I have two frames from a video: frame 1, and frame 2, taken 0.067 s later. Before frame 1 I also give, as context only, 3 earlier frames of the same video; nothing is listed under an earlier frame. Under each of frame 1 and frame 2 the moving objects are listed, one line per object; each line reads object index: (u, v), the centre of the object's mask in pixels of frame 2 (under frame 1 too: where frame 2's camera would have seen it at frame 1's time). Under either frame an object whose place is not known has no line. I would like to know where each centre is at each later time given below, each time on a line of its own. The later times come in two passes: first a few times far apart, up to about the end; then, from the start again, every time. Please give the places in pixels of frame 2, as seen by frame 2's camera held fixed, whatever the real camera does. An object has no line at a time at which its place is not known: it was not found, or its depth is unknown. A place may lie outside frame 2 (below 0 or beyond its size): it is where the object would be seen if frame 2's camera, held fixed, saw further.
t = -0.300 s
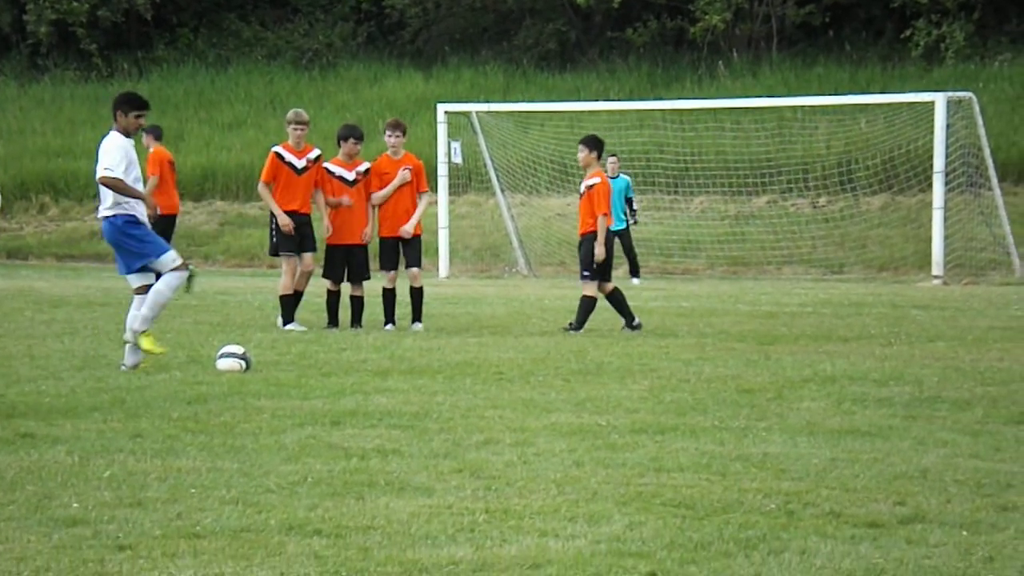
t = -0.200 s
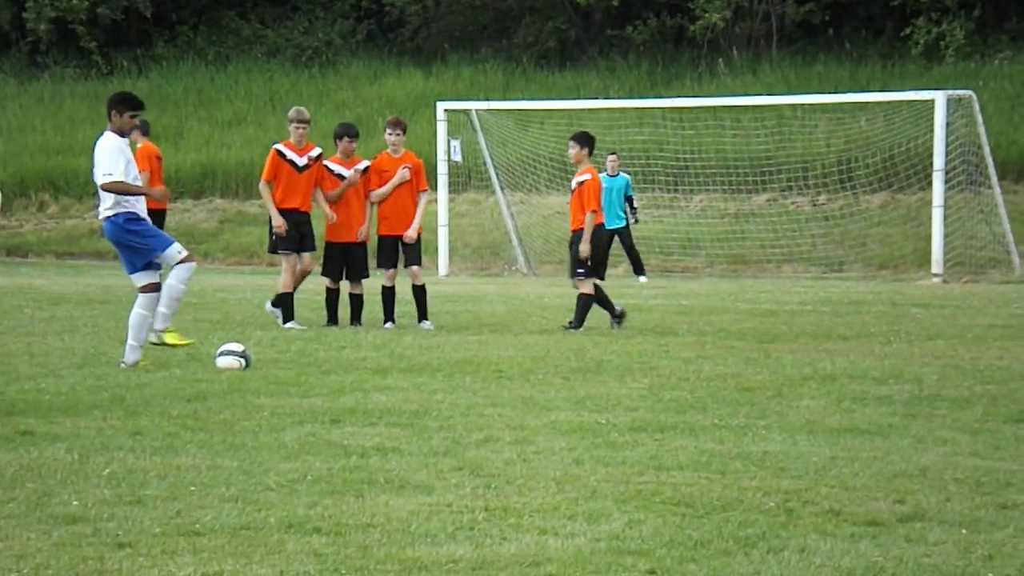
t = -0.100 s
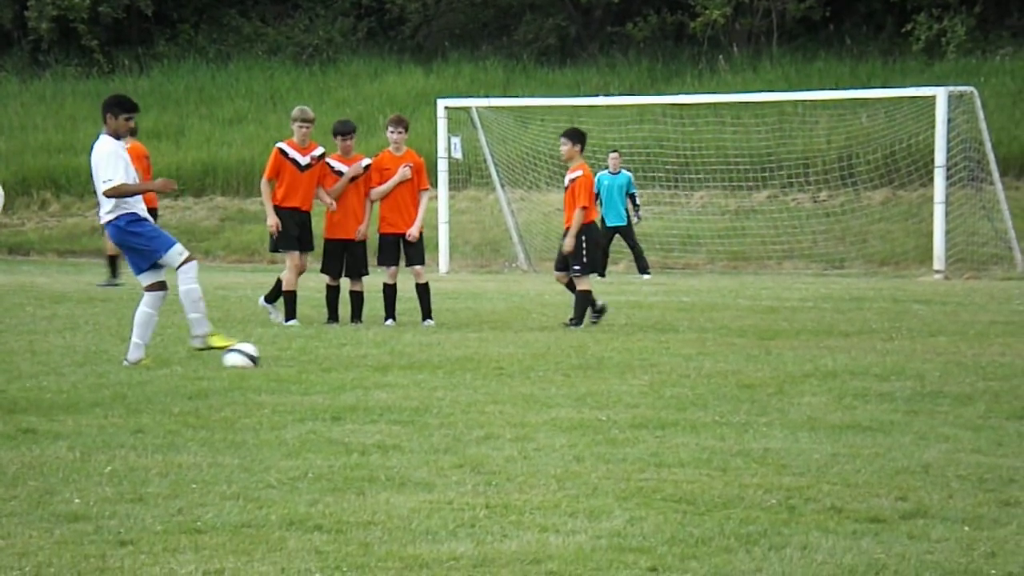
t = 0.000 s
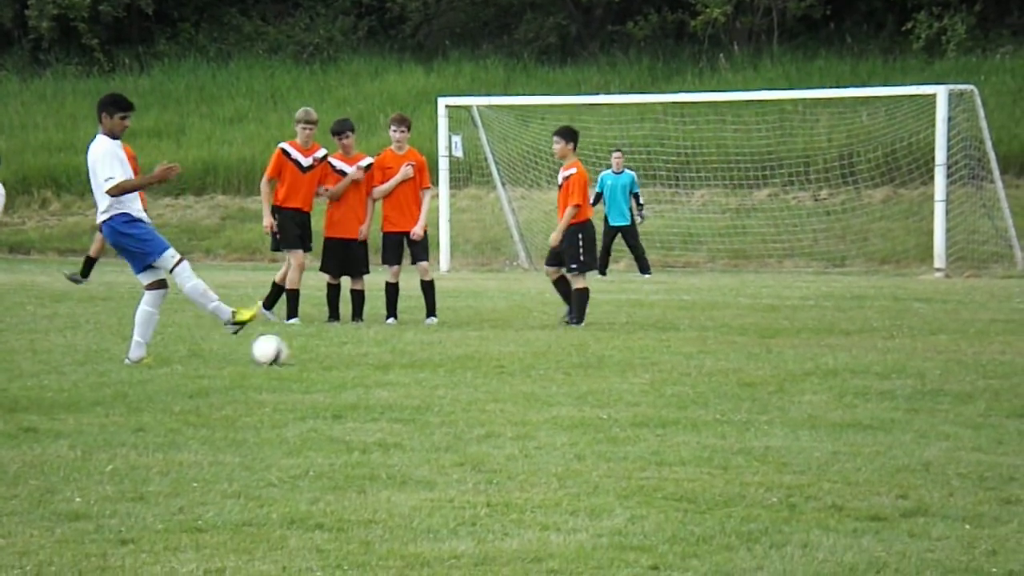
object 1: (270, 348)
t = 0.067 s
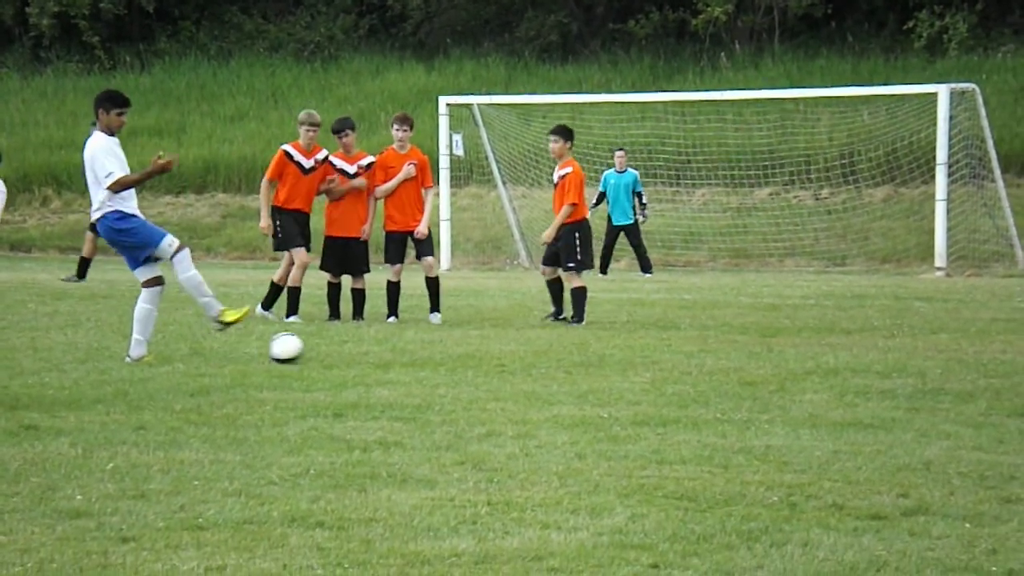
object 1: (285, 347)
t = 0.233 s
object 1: (323, 350)
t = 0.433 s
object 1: (363, 350)
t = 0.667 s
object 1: (393, 352)
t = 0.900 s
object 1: (415, 353)
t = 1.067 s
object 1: (426, 353)
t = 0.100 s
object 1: (294, 349)
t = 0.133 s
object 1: (302, 350)
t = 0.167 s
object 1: (308, 351)
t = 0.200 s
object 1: (316, 351)
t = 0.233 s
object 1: (323, 350)
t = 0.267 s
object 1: (330, 350)
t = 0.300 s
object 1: (338, 351)
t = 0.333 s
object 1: (345, 351)
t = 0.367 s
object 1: (351, 351)
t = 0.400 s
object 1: (357, 350)
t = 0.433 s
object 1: (363, 350)
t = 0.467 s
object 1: (368, 350)
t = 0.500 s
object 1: (374, 351)
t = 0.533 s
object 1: (379, 351)
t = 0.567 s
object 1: (382, 350)
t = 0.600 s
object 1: (386, 350)
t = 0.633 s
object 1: (390, 350)
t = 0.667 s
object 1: (393, 352)
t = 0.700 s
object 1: (397, 353)
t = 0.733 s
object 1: (401, 353)
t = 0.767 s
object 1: (404, 353)
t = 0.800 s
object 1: (407, 353)
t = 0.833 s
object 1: (411, 354)
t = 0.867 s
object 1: (414, 353)
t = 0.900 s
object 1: (415, 353)
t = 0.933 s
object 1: (418, 353)
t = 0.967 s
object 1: (420, 353)
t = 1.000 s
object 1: (422, 353)
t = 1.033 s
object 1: (424, 353)
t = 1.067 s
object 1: (426, 353)
